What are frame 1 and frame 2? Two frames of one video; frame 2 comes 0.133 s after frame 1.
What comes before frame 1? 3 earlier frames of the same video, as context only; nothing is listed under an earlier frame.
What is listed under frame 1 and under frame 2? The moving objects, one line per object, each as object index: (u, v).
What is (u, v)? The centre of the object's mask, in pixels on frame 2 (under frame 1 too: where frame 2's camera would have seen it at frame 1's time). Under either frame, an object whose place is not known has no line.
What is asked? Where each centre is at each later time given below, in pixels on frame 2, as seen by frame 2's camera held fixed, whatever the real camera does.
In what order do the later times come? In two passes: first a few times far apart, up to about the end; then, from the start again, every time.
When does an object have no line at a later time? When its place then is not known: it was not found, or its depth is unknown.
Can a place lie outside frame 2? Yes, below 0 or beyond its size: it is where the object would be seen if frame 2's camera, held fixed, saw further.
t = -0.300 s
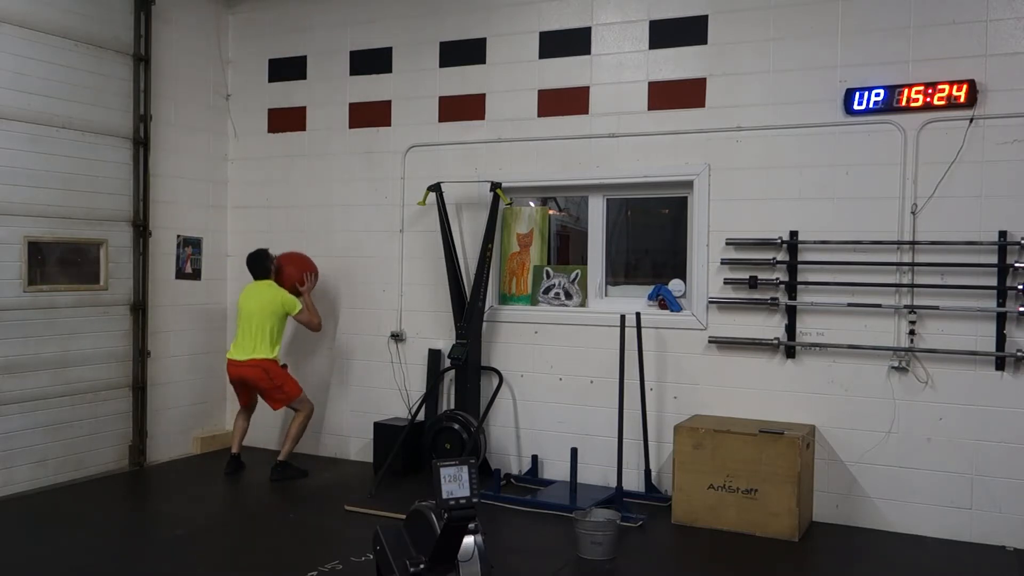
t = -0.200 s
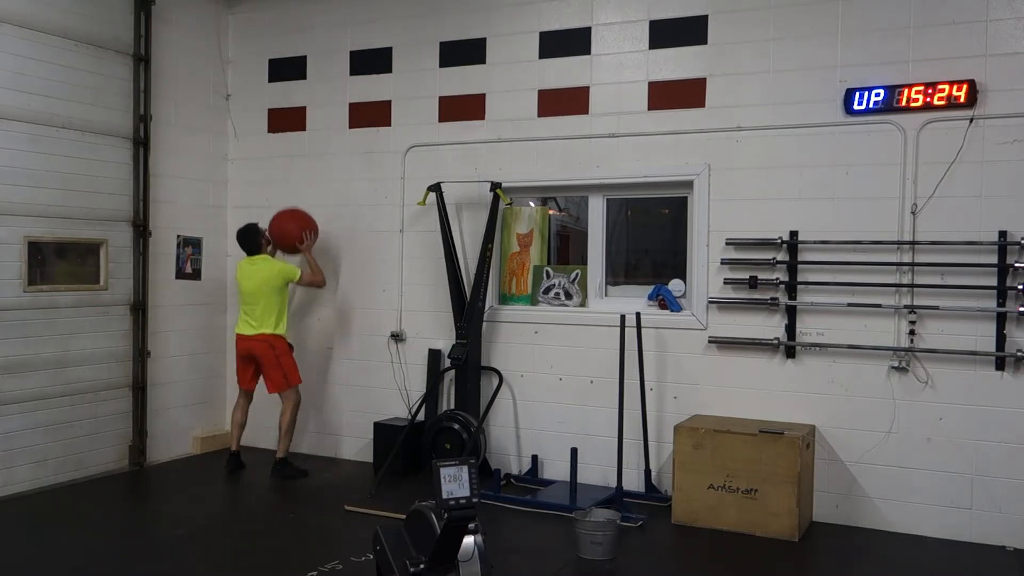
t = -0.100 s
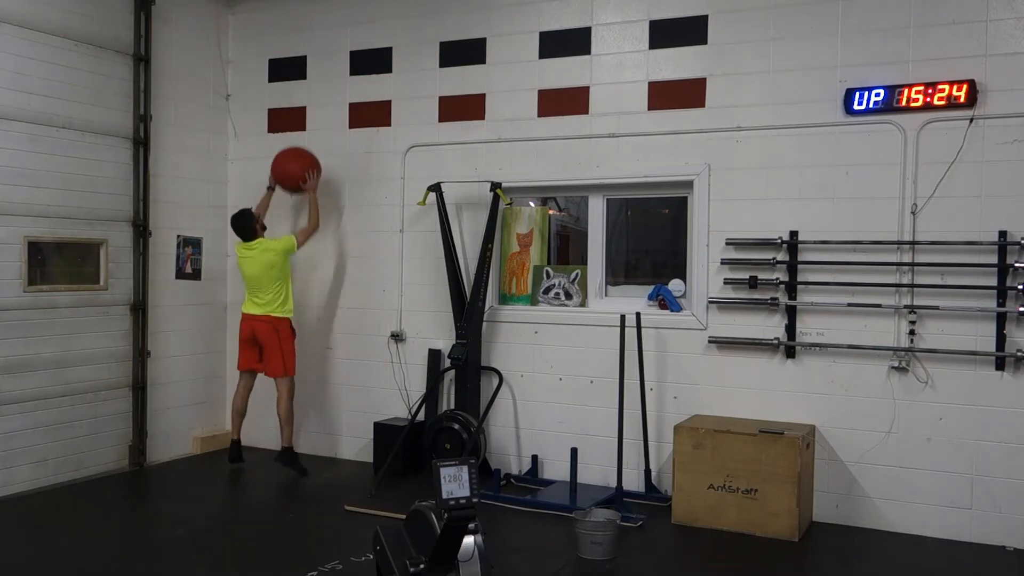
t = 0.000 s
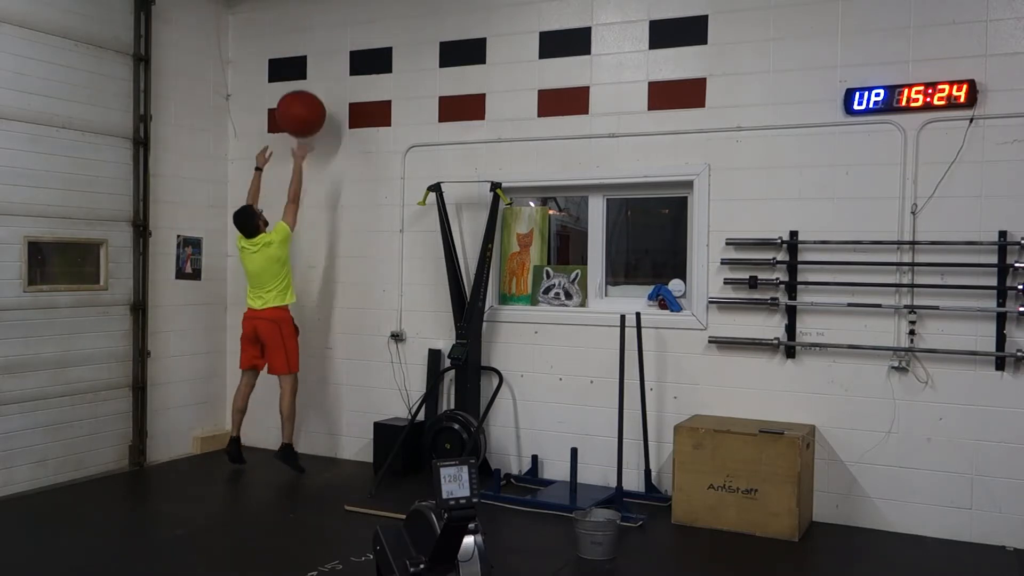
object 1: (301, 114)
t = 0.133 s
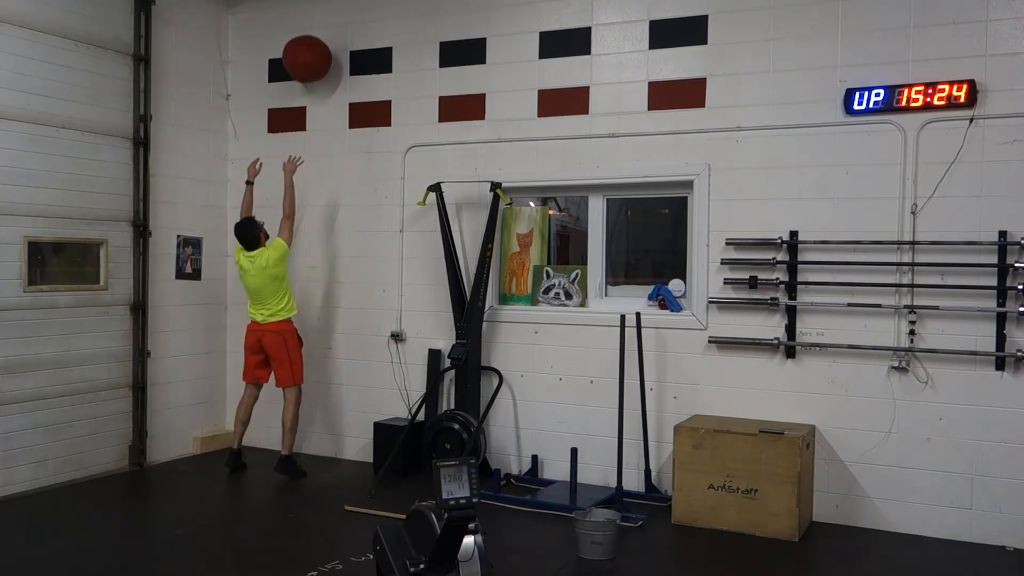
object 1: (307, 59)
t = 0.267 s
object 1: (313, 27)
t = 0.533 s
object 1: (306, 33)
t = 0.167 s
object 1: (309, 48)
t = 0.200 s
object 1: (310, 40)
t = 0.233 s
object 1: (312, 33)
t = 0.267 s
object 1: (313, 27)
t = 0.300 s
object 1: (314, 24)
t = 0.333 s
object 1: (313, 22)
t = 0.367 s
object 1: (312, 21)
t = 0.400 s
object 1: (311, 21)
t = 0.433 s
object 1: (310, 21)
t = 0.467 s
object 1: (308, 23)
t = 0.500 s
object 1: (307, 28)
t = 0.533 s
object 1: (306, 33)
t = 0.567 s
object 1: (304, 39)
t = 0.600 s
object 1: (304, 47)
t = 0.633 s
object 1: (302, 58)
